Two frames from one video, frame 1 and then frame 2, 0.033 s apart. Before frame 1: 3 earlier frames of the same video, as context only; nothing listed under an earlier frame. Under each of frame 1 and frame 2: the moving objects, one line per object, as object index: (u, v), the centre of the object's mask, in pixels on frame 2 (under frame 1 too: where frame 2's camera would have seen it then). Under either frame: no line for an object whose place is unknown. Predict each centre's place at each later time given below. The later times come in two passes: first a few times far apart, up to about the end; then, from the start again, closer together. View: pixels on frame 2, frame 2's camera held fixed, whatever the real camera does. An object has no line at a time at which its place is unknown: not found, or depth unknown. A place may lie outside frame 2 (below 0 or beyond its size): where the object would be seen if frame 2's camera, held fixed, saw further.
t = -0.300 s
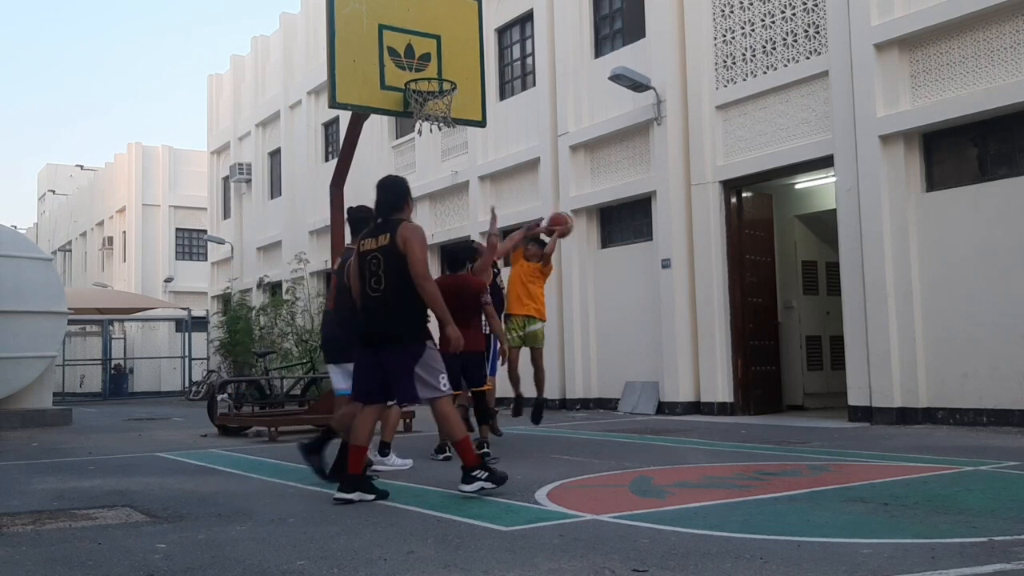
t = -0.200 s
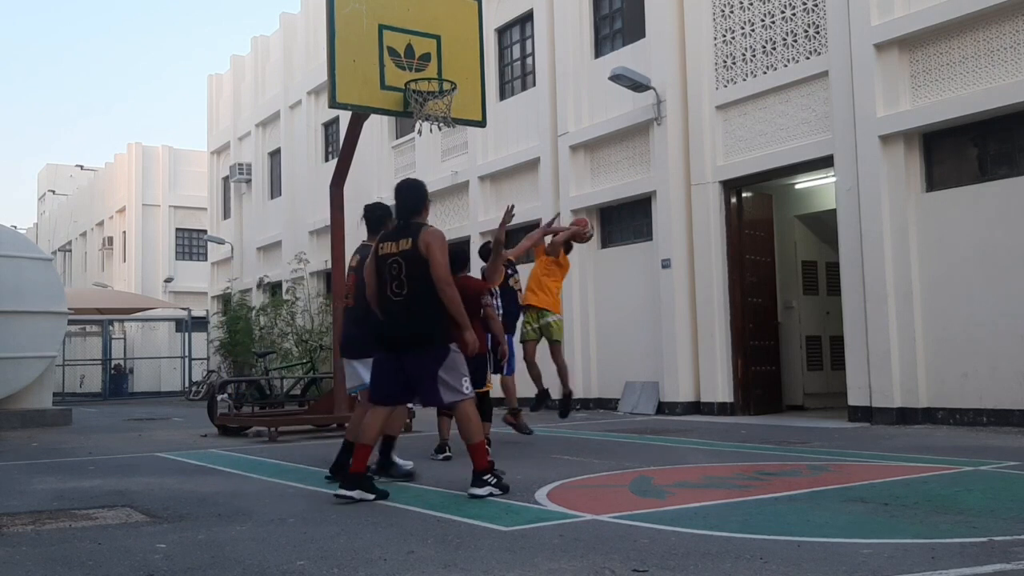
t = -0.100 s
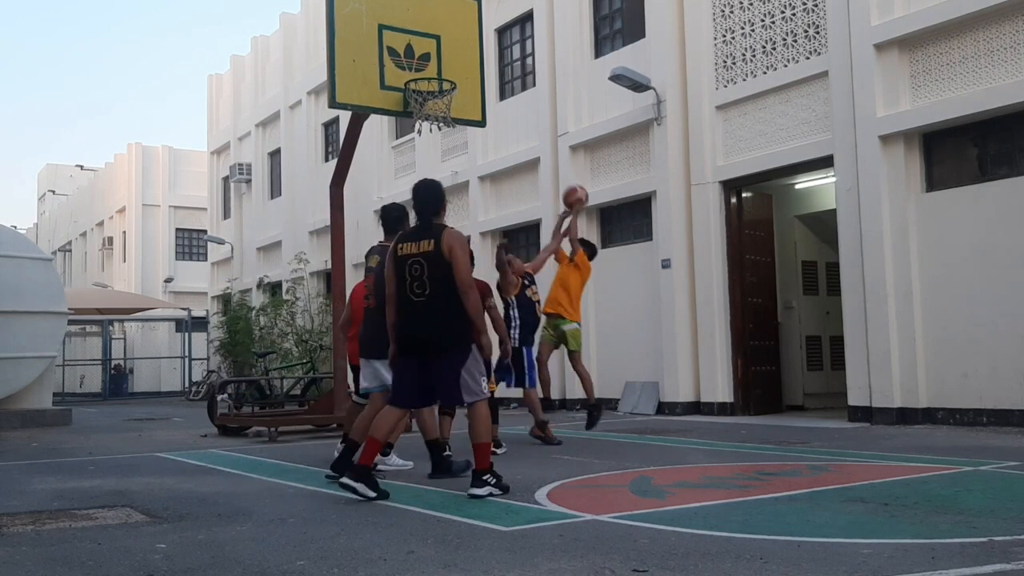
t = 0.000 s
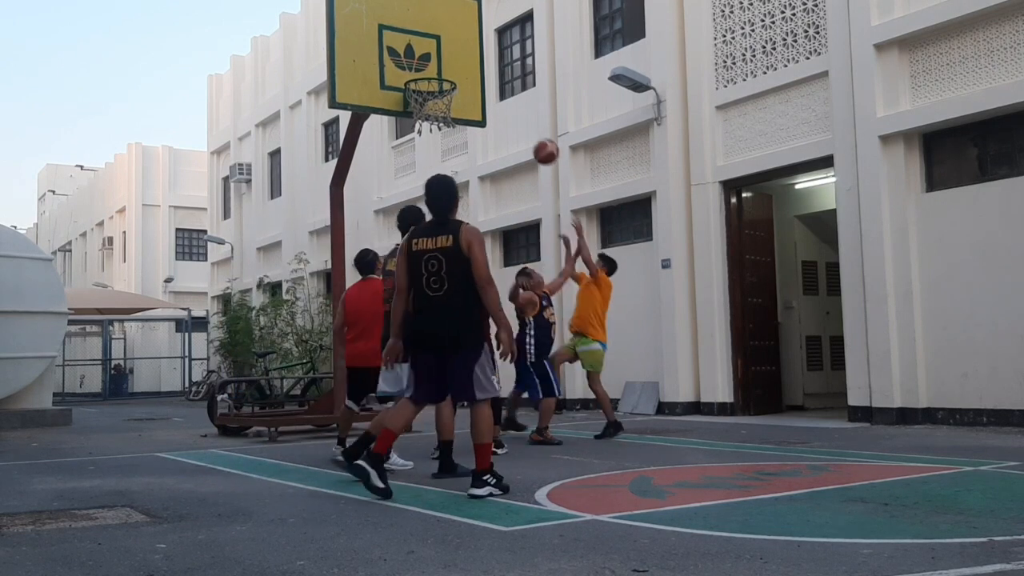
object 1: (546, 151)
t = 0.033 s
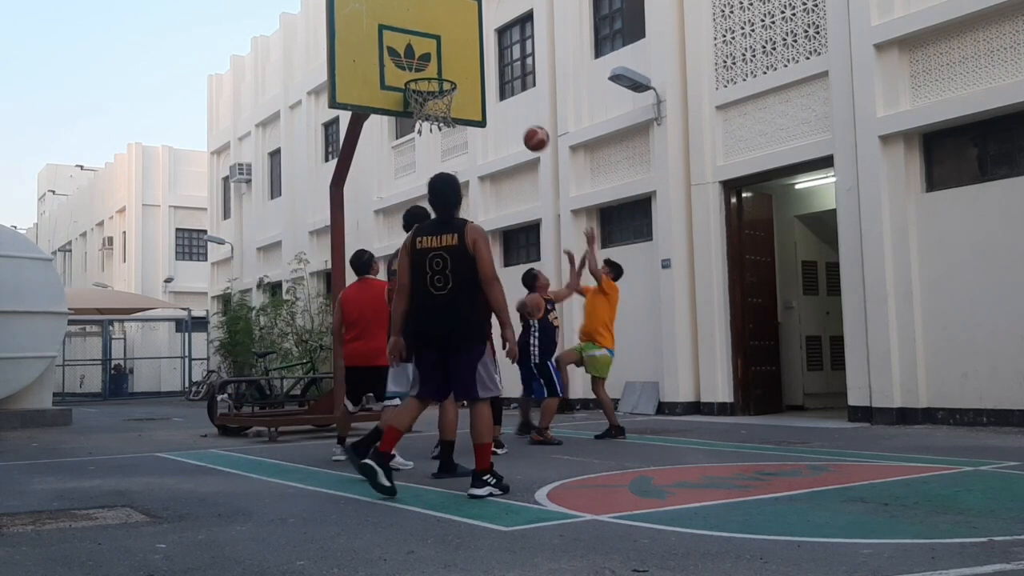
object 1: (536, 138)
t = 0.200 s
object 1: (487, 90)
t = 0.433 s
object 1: (441, 68)
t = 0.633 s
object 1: (424, 97)
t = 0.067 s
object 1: (526, 126)
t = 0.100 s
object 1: (516, 115)
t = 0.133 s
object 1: (506, 106)
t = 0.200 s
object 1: (487, 90)
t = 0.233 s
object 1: (477, 84)
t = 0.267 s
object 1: (468, 79)
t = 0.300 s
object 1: (458, 75)
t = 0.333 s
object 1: (451, 71)
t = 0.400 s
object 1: (445, 68)
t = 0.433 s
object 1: (441, 68)
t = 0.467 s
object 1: (439, 69)
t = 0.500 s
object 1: (435, 70)
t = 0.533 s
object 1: (431, 78)
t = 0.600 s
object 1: (424, 88)
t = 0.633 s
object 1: (424, 97)
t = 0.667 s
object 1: (423, 102)
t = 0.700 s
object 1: (424, 114)
